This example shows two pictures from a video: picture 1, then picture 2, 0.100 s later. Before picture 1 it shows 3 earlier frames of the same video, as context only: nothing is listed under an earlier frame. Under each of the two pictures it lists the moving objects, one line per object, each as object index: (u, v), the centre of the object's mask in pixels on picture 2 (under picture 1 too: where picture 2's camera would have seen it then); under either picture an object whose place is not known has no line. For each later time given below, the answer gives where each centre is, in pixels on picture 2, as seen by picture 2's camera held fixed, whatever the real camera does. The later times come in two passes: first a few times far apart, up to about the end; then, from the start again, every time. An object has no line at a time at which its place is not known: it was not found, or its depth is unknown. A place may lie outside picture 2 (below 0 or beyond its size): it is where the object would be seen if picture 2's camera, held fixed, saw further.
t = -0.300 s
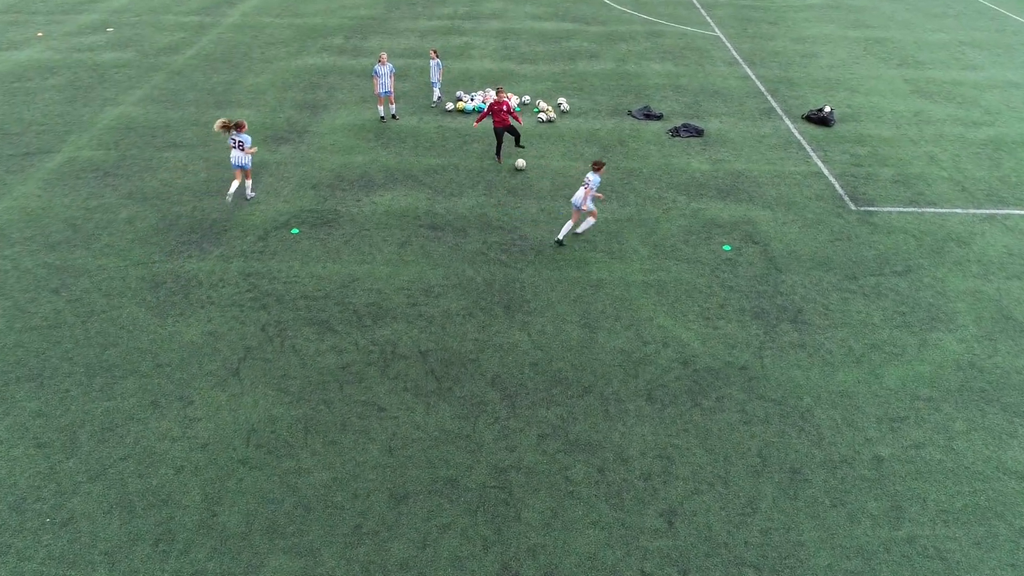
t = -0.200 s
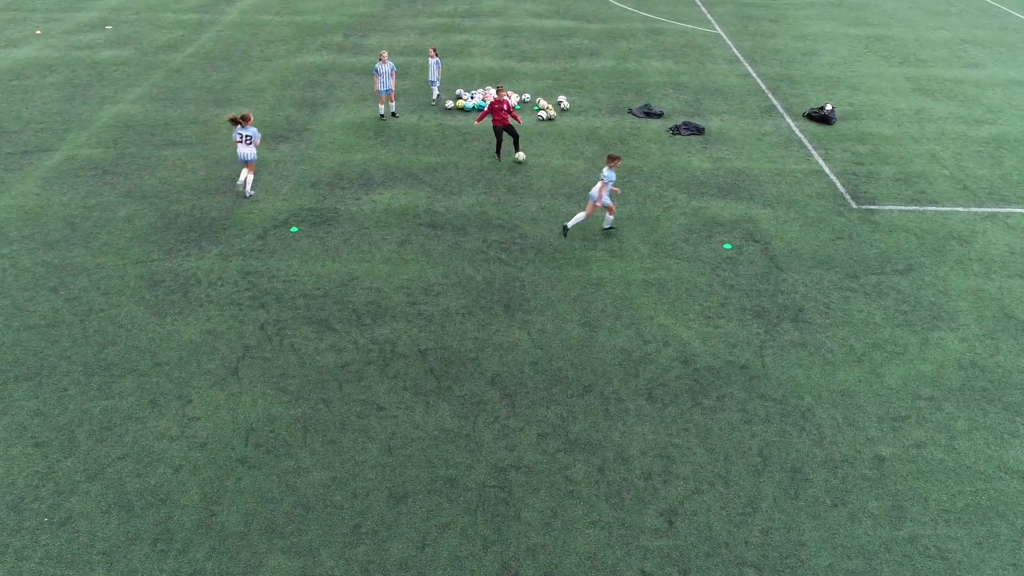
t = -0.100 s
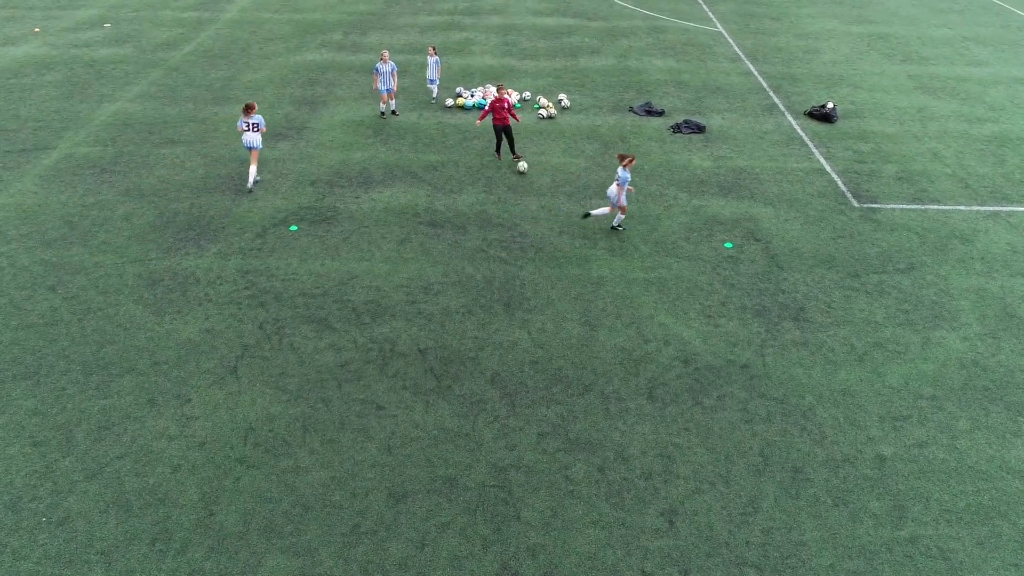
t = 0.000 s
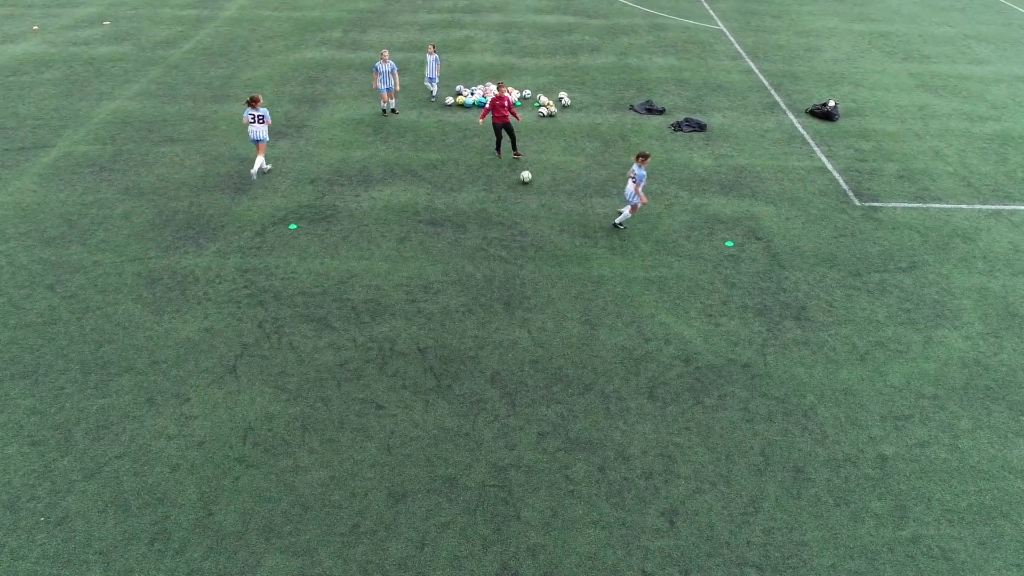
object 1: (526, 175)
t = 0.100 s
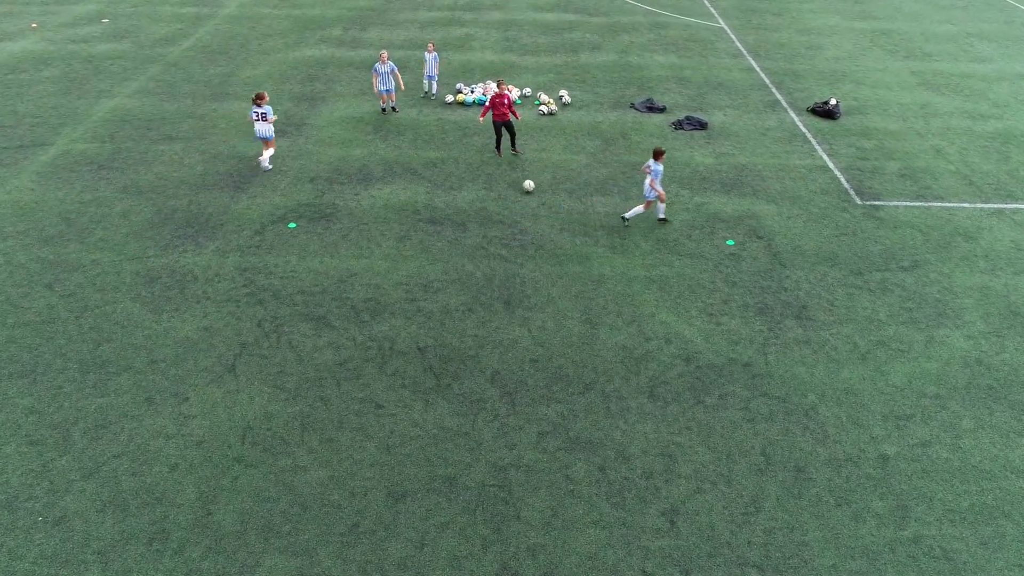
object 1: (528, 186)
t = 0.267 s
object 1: (533, 203)
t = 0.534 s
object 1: (540, 226)
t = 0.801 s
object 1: (547, 250)
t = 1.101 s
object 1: (558, 279)
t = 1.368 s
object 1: (568, 307)
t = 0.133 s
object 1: (529, 190)
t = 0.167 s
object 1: (530, 193)
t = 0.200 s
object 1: (531, 196)
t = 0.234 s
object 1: (532, 200)
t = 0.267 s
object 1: (533, 203)
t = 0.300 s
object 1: (533, 206)
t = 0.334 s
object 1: (534, 209)
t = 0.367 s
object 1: (535, 211)
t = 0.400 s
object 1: (536, 214)
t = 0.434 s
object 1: (537, 217)
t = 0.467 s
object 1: (538, 220)
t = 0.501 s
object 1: (539, 223)
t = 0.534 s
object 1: (540, 226)
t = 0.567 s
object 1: (541, 229)
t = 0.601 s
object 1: (542, 232)
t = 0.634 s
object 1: (543, 235)
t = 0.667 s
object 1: (543, 238)
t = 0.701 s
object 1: (544, 241)
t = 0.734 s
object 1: (546, 244)
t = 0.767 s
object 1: (547, 247)
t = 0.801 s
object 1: (547, 250)
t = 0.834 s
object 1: (548, 253)
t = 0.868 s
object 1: (549, 256)
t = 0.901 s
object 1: (551, 260)
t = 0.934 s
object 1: (552, 263)
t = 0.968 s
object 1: (553, 266)
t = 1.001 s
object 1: (554, 269)
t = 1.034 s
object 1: (555, 273)
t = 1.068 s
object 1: (556, 276)
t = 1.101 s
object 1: (558, 279)
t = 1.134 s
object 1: (559, 283)
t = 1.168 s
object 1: (560, 286)
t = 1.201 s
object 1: (561, 289)
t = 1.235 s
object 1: (562, 293)
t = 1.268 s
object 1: (564, 297)
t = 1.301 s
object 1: (565, 300)
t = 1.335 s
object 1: (566, 304)
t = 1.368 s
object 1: (568, 307)
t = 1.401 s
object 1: (569, 311)
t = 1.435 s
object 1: (571, 314)
